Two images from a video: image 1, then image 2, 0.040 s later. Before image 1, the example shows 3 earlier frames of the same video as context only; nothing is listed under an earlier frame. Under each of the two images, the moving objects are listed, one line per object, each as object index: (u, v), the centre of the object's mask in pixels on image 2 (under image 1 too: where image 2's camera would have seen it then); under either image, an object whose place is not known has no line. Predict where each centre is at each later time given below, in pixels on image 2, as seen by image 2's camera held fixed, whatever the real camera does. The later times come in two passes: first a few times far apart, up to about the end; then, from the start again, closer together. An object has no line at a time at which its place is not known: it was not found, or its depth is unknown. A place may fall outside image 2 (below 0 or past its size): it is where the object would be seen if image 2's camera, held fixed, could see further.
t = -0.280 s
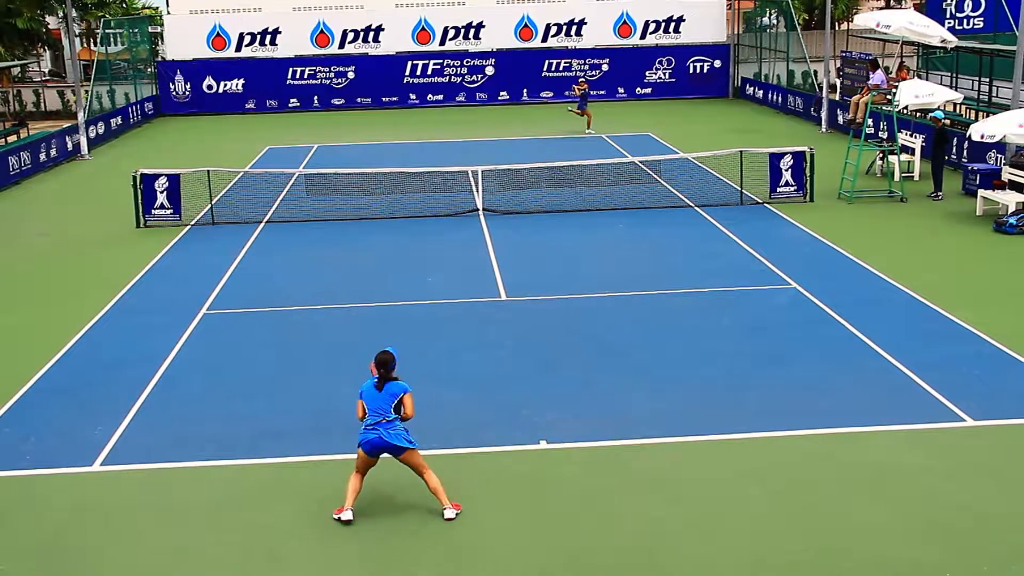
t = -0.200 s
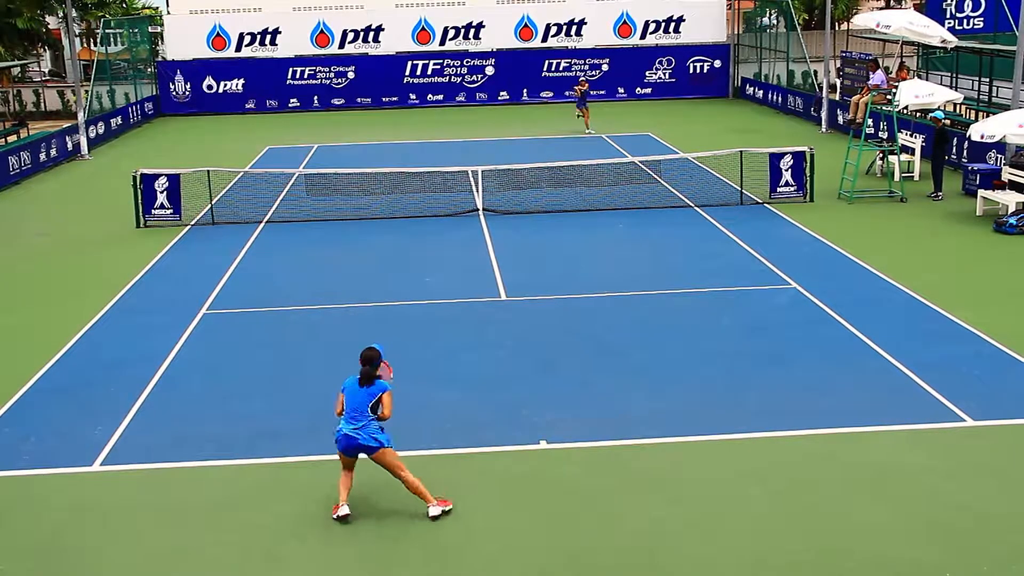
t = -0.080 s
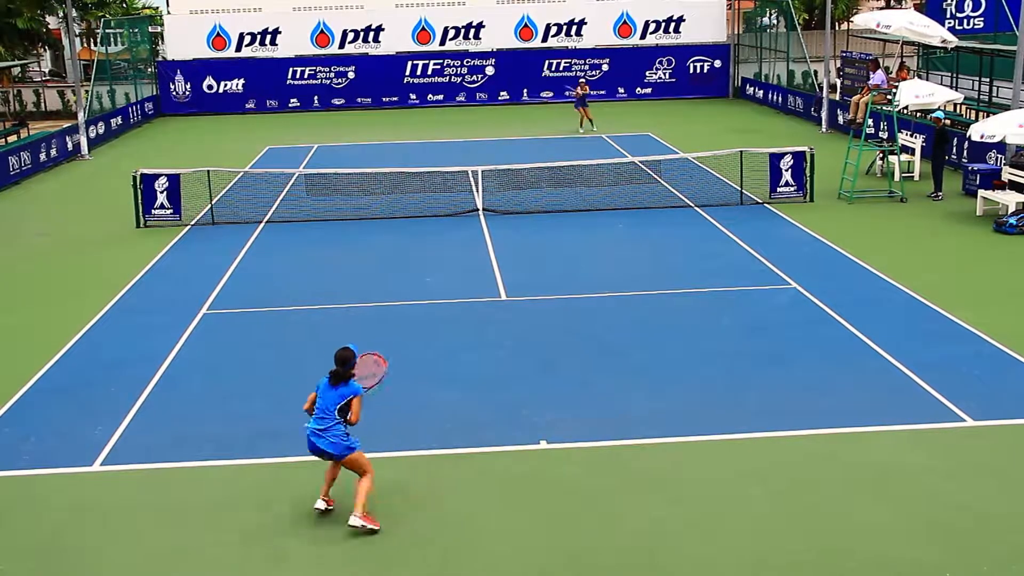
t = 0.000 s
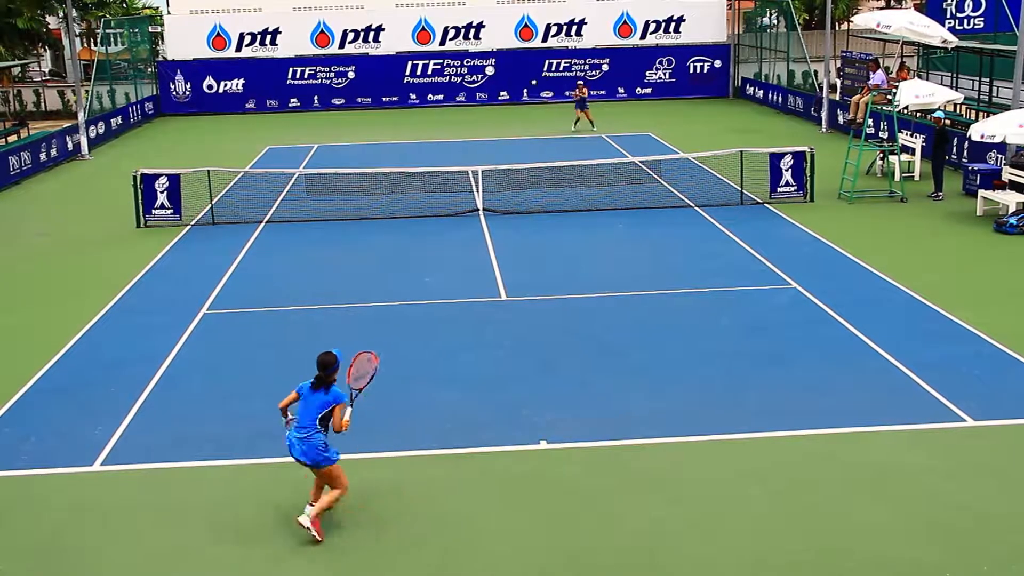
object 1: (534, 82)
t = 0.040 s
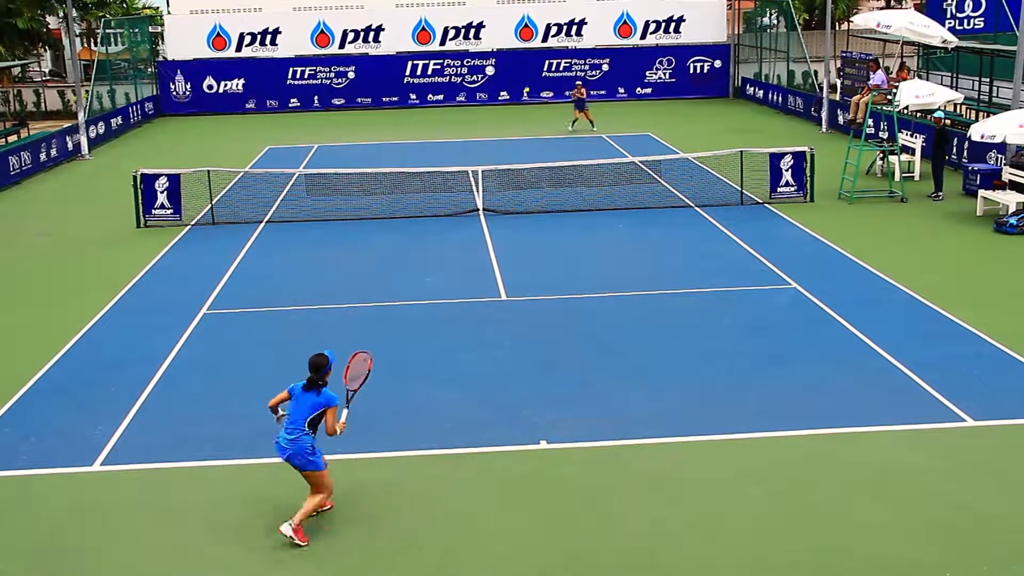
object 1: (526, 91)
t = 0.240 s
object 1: (486, 149)
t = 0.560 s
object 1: (394, 370)
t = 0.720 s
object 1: (344, 359)
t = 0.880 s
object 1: (285, 342)
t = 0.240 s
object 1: (486, 149)
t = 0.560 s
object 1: (394, 370)
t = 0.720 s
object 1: (344, 359)
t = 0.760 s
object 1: (330, 353)
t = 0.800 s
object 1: (316, 348)
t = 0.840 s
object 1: (301, 344)
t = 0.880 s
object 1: (285, 342)
